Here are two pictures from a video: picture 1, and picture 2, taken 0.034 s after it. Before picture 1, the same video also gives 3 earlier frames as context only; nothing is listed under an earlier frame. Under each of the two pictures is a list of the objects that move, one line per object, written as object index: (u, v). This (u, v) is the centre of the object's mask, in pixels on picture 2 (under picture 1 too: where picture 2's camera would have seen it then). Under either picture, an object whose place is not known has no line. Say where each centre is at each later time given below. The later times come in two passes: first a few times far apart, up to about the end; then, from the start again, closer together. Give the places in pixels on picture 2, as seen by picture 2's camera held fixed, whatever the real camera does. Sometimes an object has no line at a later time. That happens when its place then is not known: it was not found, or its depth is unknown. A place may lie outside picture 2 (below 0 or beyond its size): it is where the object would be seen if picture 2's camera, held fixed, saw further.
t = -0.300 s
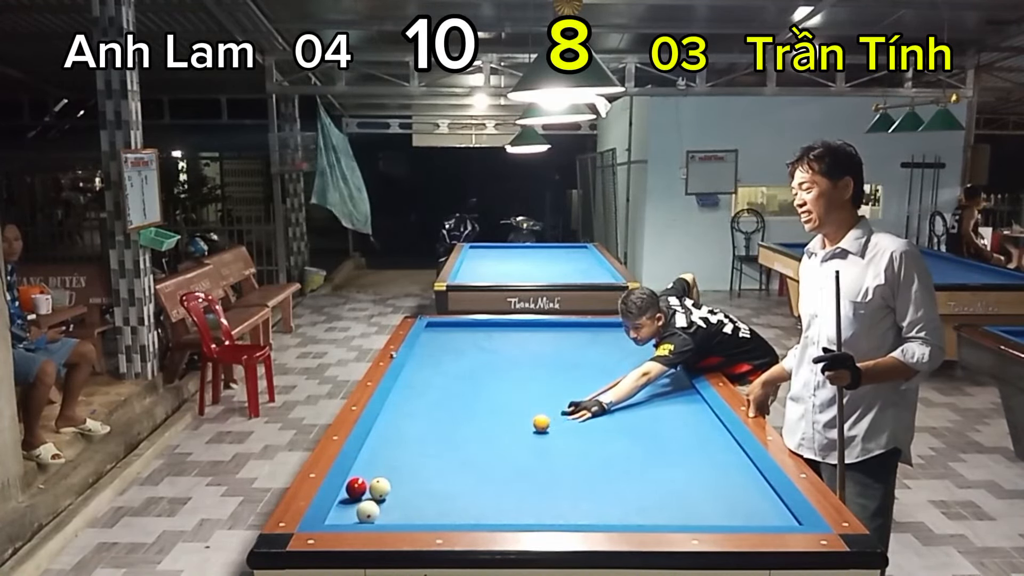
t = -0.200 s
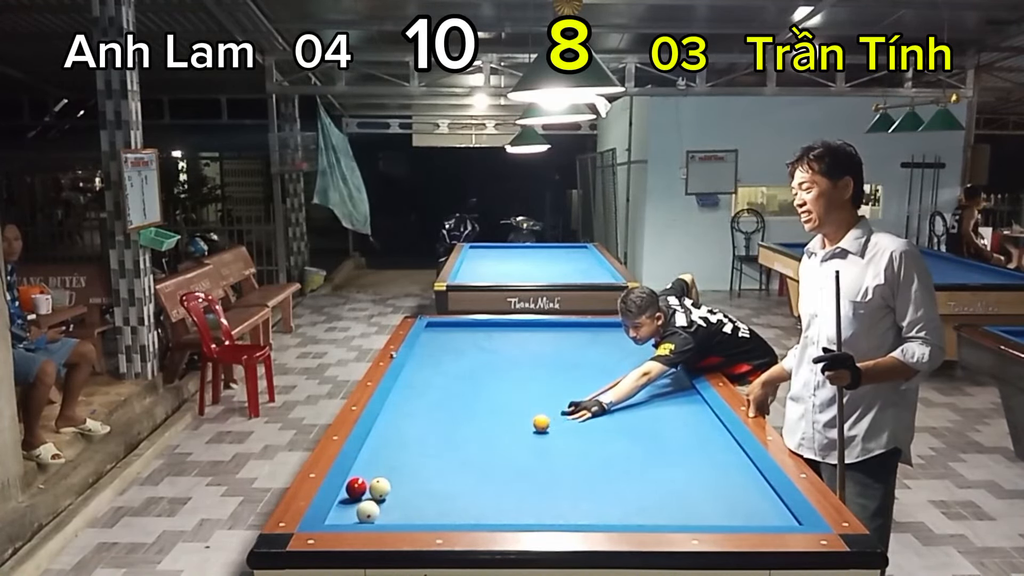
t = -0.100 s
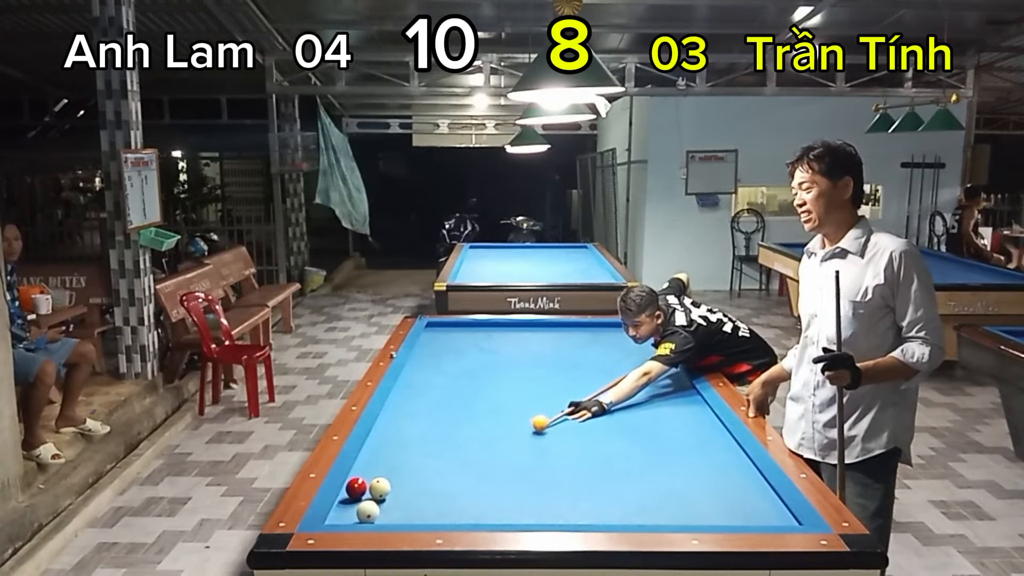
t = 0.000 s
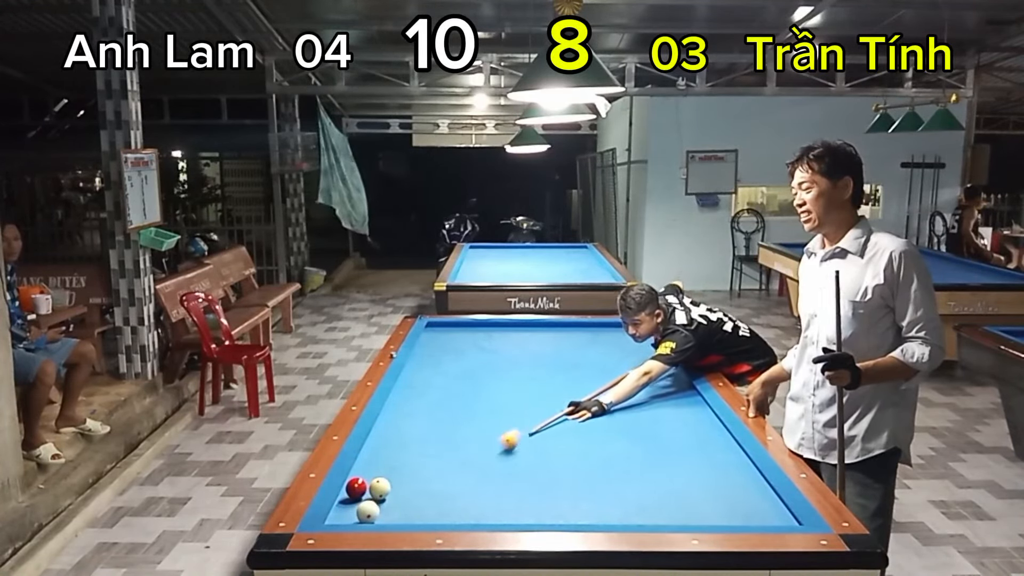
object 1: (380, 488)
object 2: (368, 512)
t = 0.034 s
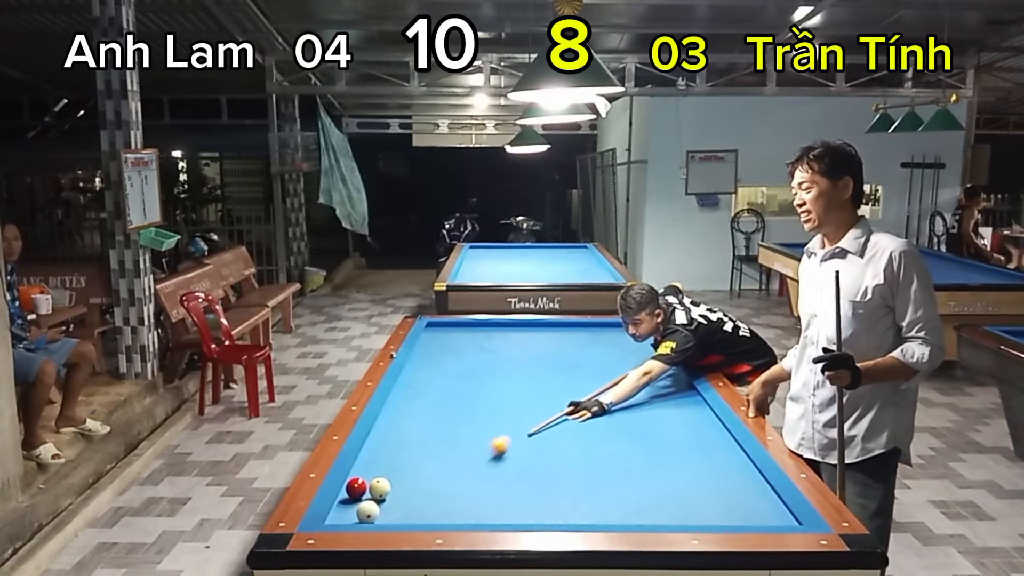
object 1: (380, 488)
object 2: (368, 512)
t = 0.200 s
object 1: (380, 488)
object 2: (368, 512)
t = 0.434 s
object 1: (380, 488)
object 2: (367, 511)
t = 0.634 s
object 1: (380, 488)
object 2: (352, 500)
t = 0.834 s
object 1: (383, 486)
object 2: (365, 496)
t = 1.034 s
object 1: (390, 482)
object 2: (371, 496)
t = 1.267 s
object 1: (398, 477)
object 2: (376, 495)
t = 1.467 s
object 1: (404, 474)
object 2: (380, 495)
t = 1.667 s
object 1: (409, 471)
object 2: (383, 494)
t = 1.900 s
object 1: (415, 467)
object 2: (385, 494)
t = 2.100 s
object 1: (419, 465)
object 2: (386, 494)
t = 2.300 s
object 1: (424, 462)
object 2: (386, 494)
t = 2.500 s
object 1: (427, 460)
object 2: (386, 494)
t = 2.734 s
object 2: (386, 494)
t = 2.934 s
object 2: (386, 494)
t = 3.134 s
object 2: (386, 494)
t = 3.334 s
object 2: (386, 494)
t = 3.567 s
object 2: (386, 494)
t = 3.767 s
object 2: (386, 494)
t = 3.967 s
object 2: (386, 494)
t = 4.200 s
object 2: (386, 494)
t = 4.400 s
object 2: (386, 494)
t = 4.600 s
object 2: (386, 494)
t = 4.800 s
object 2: (386, 494)
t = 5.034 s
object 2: (386, 494)
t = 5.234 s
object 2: (386, 494)
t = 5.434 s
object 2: (386, 494)
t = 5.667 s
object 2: (386, 494)
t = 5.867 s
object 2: (386, 494)
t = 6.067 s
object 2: (386, 494)
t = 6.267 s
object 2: (386, 494)
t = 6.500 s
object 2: (386, 494)
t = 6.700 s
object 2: (386, 494)
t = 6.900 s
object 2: (386, 494)
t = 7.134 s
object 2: (386, 494)
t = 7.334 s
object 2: (386, 494)
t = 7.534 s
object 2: (386, 494)
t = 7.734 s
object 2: (386, 494)
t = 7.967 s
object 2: (386, 494)
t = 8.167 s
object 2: (386, 494)
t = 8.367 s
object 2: (386, 494)
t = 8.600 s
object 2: (386, 494)
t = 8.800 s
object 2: (386, 494)
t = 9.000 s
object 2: (386, 494)
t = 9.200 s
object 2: (386, 494)
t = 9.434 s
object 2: (386, 494)
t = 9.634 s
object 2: (386, 494)
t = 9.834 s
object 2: (386, 494)
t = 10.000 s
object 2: (386, 494)
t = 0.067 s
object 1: (380, 488)
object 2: (368, 512)
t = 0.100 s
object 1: (380, 488)
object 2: (368, 512)
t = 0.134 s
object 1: (380, 488)
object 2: (368, 512)
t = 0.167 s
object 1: (380, 488)
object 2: (368, 512)
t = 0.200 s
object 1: (380, 488)
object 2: (368, 512)
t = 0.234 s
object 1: (380, 488)
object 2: (368, 512)
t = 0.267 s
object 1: (380, 488)
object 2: (368, 512)
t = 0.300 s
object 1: (380, 488)
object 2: (368, 512)
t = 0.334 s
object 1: (380, 488)
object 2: (368, 512)
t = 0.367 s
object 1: (380, 488)
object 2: (368, 512)
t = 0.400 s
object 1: (380, 488)
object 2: (368, 512)
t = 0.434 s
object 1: (380, 488)
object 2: (367, 511)
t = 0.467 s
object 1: (380, 488)
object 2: (363, 509)
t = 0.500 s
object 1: (380, 488)
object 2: (358, 507)
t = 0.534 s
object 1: (379, 488)
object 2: (353, 504)
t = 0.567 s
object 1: (380, 488)
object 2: (348, 502)
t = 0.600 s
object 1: (380, 488)
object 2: (348, 501)
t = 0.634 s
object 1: (380, 488)
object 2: (352, 500)
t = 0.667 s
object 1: (380, 488)
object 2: (355, 499)
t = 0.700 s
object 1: (380, 488)
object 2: (358, 498)
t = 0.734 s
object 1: (380, 488)
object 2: (361, 497)
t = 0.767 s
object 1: (380, 487)
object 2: (363, 496)
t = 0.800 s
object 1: (382, 486)
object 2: (364, 496)
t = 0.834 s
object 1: (383, 486)
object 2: (365, 496)
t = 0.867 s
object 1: (384, 485)
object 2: (367, 496)
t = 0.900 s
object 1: (385, 484)
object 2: (368, 496)
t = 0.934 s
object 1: (387, 484)
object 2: (369, 496)
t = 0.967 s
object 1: (388, 483)
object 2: (369, 496)
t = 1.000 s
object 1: (389, 483)
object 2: (370, 496)
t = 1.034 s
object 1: (390, 482)
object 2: (371, 496)
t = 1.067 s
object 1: (391, 482)
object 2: (372, 496)
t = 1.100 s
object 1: (392, 481)
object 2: (373, 496)
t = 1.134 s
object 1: (393, 480)
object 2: (374, 496)
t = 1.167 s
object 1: (394, 480)
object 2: (375, 496)
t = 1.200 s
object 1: (396, 479)
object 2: (375, 495)
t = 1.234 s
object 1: (397, 478)
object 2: (376, 495)
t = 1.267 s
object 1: (398, 477)
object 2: (376, 495)
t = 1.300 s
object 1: (399, 477)
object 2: (377, 495)
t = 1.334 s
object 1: (400, 476)
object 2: (378, 495)
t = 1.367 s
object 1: (401, 476)
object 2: (378, 495)
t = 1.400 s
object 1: (402, 475)
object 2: (379, 495)
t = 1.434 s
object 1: (403, 474)
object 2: (380, 495)
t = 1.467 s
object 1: (404, 474)
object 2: (380, 495)
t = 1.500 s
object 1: (405, 473)
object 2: (381, 495)
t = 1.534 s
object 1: (406, 473)
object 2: (382, 495)
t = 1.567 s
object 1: (407, 472)
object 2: (382, 494)
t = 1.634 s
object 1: (408, 472)
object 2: (382, 494)
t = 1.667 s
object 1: (409, 471)
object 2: (383, 494)
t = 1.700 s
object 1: (410, 471)
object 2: (383, 495)
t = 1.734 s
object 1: (411, 470)
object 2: (383, 494)
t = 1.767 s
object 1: (411, 470)
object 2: (383, 494)
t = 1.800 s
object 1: (412, 469)
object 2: (384, 494)
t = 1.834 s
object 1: (413, 469)
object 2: (384, 494)
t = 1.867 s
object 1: (414, 468)
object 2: (384, 494)
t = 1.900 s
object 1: (415, 467)
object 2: (385, 494)
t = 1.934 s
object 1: (416, 467)
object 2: (385, 494)
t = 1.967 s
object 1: (416, 467)
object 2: (385, 494)
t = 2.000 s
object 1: (417, 466)
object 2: (385, 494)
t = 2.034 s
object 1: (418, 465)
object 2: (385, 494)
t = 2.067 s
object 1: (419, 465)
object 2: (386, 494)
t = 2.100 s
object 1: (419, 465)
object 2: (386, 494)
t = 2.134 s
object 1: (420, 464)
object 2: (386, 494)
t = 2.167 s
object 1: (421, 464)
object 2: (386, 494)
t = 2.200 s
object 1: (422, 463)
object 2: (386, 494)
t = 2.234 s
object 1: (422, 463)
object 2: (386, 494)
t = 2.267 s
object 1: (423, 462)
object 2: (386, 494)
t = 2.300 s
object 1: (424, 462)
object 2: (386, 494)
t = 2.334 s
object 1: (424, 462)
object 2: (387, 494)
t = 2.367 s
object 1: (425, 461)
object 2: (387, 494)
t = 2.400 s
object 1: (426, 461)
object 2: (387, 494)
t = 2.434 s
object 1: (426, 460)
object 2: (387, 494)
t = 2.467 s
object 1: (427, 460)
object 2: (386, 494)
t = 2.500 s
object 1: (427, 460)
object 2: (386, 494)
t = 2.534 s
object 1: (428, 459)
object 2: (387, 494)
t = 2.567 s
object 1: (429, 459)
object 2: (387, 494)
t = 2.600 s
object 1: (429, 458)
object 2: (386, 494)
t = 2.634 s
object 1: (430, 458)
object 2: (386, 494)
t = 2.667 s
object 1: (430, 458)
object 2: (386, 494)
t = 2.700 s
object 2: (386, 494)
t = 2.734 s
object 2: (386, 494)
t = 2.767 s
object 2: (386, 494)
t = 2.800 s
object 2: (386, 494)
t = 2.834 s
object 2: (386, 494)
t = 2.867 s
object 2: (386, 494)
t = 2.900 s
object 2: (386, 494)
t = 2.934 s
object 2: (386, 494)
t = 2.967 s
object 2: (386, 494)
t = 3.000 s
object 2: (386, 494)
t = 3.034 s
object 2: (386, 494)
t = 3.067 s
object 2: (386, 494)
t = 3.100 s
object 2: (386, 494)
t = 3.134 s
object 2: (386, 494)
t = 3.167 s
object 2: (386, 494)
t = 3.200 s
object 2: (386, 494)
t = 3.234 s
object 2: (386, 494)
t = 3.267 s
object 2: (386, 494)
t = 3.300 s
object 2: (386, 494)
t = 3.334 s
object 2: (386, 494)
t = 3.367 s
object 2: (386, 494)
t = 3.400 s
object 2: (386, 494)
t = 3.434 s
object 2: (386, 494)
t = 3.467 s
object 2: (386, 494)
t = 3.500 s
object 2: (386, 494)
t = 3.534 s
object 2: (386, 494)
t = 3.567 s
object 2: (386, 494)
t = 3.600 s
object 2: (386, 494)
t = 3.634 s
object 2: (386, 494)
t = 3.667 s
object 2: (386, 494)
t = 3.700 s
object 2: (386, 494)
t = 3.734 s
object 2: (386, 494)
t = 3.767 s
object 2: (386, 494)
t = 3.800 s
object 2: (386, 494)
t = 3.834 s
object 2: (386, 494)
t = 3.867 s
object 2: (386, 494)
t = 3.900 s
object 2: (386, 494)
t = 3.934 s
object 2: (386, 494)
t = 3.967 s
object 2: (386, 494)
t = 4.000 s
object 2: (386, 494)
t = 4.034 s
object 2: (386, 494)
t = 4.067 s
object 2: (386, 494)
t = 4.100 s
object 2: (386, 494)
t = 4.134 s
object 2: (386, 494)
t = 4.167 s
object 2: (386, 494)
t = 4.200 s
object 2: (386, 494)
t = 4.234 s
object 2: (386, 494)
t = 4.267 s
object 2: (386, 494)
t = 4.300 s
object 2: (386, 494)
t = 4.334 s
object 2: (386, 494)
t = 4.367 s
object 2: (386, 494)
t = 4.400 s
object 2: (386, 494)
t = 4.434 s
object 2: (386, 494)
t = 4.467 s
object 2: (386, 494)
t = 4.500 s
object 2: (386, 494)
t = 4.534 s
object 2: (386, 494)
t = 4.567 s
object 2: (386, 494)
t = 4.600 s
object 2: (386, 494)
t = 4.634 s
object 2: (386, 494)
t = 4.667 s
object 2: (386, 494)
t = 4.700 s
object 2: (386, 494)
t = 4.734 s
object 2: (386, 494)
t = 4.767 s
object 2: (386, 494)
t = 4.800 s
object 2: (386, 494)
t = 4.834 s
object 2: (386, 494)
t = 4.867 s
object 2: (387, 494)
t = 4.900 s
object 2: (386, 494)
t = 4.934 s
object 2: (386, 494)
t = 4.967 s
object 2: (386, 494)
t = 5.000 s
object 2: (386, 494)
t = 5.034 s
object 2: (386, 494)
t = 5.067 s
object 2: (386, 494)
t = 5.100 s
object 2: (386, 494)
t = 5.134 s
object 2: (386, 494)
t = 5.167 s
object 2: (386, 494)
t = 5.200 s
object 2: (386, 494)
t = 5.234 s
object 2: (386, 494)
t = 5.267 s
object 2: (386, 494)
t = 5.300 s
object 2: (386, 494)
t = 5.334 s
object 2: (386, 494)
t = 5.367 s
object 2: (386, 494)
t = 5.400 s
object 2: (386, 494)
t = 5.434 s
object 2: (386, 494)
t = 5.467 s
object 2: (386, 494)
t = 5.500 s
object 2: (386, 494)
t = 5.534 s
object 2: (386, 494)
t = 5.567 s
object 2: (386, 494)
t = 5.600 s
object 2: (386, 494)
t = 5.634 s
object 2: (386, 494)
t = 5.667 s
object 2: (386, 494)
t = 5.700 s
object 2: (386, 494)
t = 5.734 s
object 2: (386, 494)
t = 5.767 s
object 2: (386, 494)
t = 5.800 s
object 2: (386, 494)
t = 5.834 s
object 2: (386, 494)
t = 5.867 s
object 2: (386, 494)
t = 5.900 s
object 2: (386, 494)
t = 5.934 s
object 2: (386, 494)
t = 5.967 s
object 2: (386, 494)
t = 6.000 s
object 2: (386, 494)
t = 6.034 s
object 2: (386, 494)
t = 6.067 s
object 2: (386, 494)
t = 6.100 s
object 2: (386, 494)
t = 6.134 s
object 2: (386, 494)
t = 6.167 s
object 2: (386, 494)
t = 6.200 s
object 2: (386, 494)
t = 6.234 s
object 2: (386, 494)
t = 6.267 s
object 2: (386, 494)
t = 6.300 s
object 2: (386, 494)
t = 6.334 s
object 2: (386, 494)
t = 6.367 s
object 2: (386, 494)
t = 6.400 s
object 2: (386, 494)
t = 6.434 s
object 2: (386, 494)
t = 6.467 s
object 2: (386, 494)
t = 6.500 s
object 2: (386, 494)
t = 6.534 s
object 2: (386, 494)
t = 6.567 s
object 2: (386, 494)
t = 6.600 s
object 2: (386, 494)
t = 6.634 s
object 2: (386, 494)
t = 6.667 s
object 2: (386, 494)
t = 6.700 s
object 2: (386, 494)
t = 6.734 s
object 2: (386, 494)
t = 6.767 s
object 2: (386, 494)
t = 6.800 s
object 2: (386, 494)
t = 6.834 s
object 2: (386, 494)
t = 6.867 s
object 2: (386, 494)
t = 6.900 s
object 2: (386, 494)
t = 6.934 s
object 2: (386, 494)
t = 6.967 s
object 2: (386, 494)
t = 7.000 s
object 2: (386, 494)
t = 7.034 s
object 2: (386, 494)
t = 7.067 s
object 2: (386, 494)
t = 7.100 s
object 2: (386, 494)
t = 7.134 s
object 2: (386, 494)
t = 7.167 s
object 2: (386, 494)
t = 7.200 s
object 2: (386, 494)
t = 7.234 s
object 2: (386, 494)
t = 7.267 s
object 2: (386, 494)
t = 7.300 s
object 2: (386, 494)
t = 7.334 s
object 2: (386, 494)
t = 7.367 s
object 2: (386, 494)
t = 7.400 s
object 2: (386, 494)
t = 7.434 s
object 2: (386, 494)
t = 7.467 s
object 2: (386, 494)
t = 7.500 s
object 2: (386, 494)
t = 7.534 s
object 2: (386, 494)
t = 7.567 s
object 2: (386, 494)
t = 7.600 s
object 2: (386, 494)
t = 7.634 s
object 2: (386, 494)
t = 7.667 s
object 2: (386, 494)
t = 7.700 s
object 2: (386, 494)
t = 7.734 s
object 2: (386, 494)
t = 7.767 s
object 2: (386, 494)
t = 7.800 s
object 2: (386, 494)
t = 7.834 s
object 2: (386, 494)
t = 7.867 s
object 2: (386, 494)
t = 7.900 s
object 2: (386, 494)
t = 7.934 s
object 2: (386, 494)
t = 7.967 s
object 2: (386, 494)
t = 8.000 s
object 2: (386, 494)
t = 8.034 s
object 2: (386, 494)
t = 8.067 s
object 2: (386, 494)
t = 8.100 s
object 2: (386, 494)
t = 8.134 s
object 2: (386, 494)
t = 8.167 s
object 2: (386, 494)
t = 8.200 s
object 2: (386, 494)
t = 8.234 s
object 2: (386, 494)
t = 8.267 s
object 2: (386, 494)
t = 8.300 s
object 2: (386, 494)
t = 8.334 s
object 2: (386, 494)
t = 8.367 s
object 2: (386, 494)
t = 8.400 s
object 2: (386, 494)
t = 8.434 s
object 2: (386, 494)
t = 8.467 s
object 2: (386, 494)
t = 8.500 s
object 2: (386, 494)
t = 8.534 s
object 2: (386, 494)
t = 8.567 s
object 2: (386, 494)
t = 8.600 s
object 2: (386, 494)
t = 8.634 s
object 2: (386, 494)
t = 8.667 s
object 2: (386, 494)
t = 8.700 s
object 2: (386, 494)
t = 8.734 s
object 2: (386, 494)
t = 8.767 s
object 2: (386, 494)
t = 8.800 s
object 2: (386, 494)
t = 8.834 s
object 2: (386, 494)
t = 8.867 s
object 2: (386, 494)
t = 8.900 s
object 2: (386, 494)
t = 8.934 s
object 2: (386, 494)
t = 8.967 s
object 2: (386, 494)
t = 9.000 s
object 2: (386, 494)
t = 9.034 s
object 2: (386, 494)
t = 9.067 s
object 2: (386, 494)
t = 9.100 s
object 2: (386, 494)
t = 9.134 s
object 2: (386, 494)
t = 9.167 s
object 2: (386, 494)
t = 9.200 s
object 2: (386, 494)
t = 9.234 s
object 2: (386, 494)
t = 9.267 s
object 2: (386, 494)
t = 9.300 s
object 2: (386, 494)
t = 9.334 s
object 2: (386, 494)
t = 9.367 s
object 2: (386, 494)
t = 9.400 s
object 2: (386, 494)
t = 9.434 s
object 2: (386, 494)
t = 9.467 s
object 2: (386, 494)
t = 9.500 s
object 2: (386, 494)
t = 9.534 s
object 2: (386, 494)
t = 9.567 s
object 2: (386, 494)
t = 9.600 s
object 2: (386, 494)
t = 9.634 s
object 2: (386, 494)
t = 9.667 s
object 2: (386, 494)
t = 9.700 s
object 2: (386, 494)
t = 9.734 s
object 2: (386, 494)
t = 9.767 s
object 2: (386, 494)
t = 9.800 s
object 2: (386, 494)
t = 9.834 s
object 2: (386, 494)
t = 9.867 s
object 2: (386, 494)
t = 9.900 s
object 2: (386, 494)
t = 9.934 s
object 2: (386, 494)
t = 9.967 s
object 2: (386, 494)
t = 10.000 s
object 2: (386, 494)
